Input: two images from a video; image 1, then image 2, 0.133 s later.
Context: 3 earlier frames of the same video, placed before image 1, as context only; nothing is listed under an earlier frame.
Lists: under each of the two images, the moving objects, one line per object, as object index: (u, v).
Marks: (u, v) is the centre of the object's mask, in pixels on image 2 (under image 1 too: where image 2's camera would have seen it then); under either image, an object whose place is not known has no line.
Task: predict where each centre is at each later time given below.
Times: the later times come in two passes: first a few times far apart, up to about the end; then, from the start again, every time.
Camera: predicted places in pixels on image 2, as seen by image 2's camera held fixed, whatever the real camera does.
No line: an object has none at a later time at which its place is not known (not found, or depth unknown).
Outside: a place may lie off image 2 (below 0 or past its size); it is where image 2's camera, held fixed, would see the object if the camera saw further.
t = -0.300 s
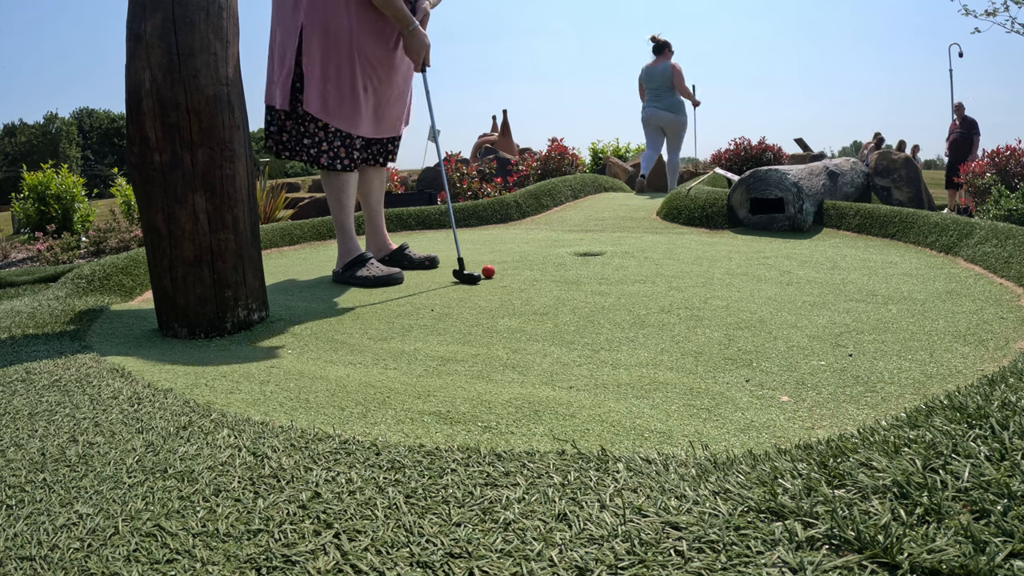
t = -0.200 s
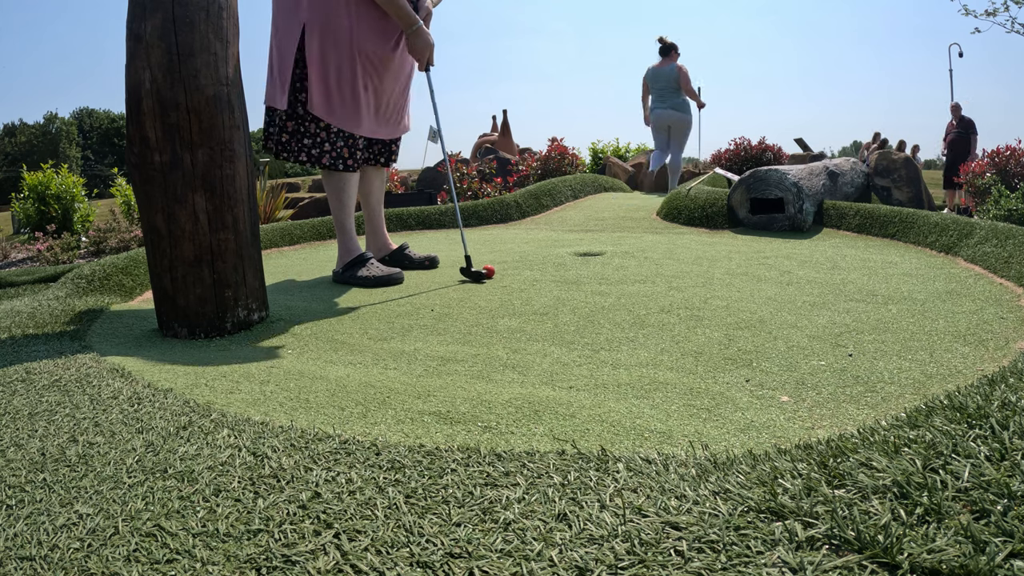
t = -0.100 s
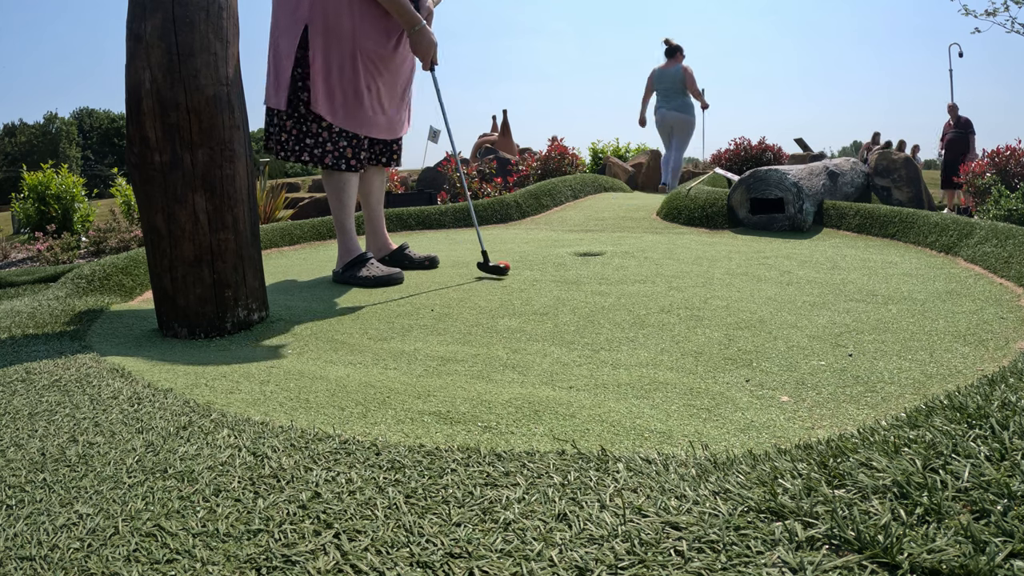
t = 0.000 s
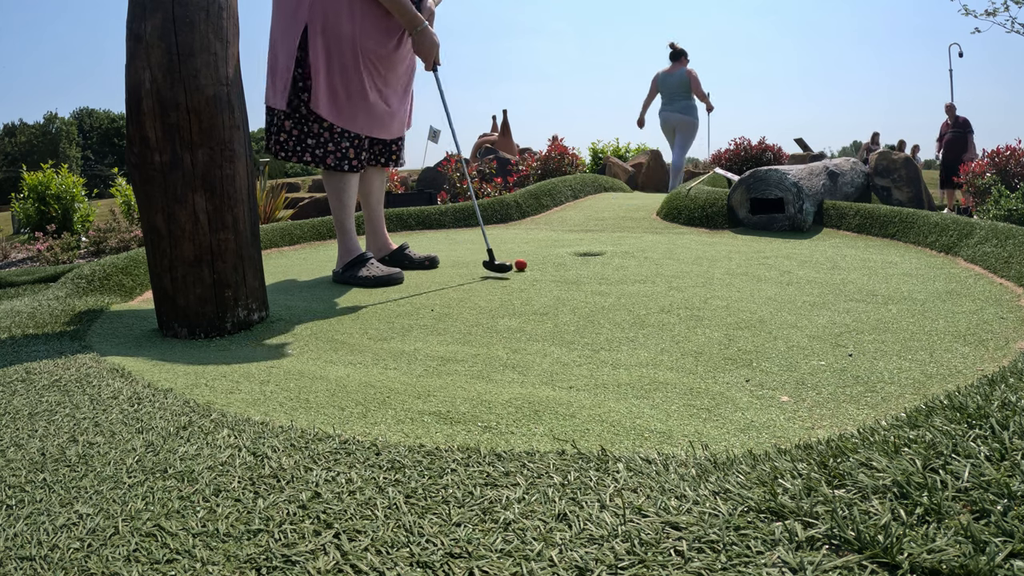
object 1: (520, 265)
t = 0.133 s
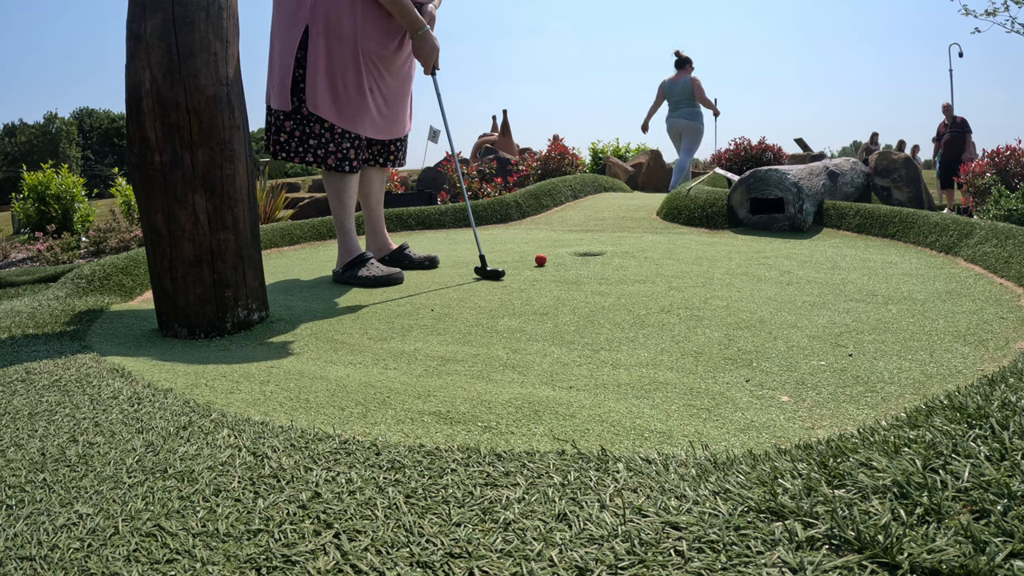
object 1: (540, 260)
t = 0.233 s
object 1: (553, 256)
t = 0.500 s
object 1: (578, 251)
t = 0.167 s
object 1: (545, 258)
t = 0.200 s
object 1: (549, 257)
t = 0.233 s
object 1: (553, 256)
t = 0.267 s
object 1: (557, 255)
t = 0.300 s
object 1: (560, 254)
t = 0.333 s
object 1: (564, 253)
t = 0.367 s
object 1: (567, 252)
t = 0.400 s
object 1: (570, 252)
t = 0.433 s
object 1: (573, 251)
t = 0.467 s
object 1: (576, 251)
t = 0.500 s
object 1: (578, 251)
